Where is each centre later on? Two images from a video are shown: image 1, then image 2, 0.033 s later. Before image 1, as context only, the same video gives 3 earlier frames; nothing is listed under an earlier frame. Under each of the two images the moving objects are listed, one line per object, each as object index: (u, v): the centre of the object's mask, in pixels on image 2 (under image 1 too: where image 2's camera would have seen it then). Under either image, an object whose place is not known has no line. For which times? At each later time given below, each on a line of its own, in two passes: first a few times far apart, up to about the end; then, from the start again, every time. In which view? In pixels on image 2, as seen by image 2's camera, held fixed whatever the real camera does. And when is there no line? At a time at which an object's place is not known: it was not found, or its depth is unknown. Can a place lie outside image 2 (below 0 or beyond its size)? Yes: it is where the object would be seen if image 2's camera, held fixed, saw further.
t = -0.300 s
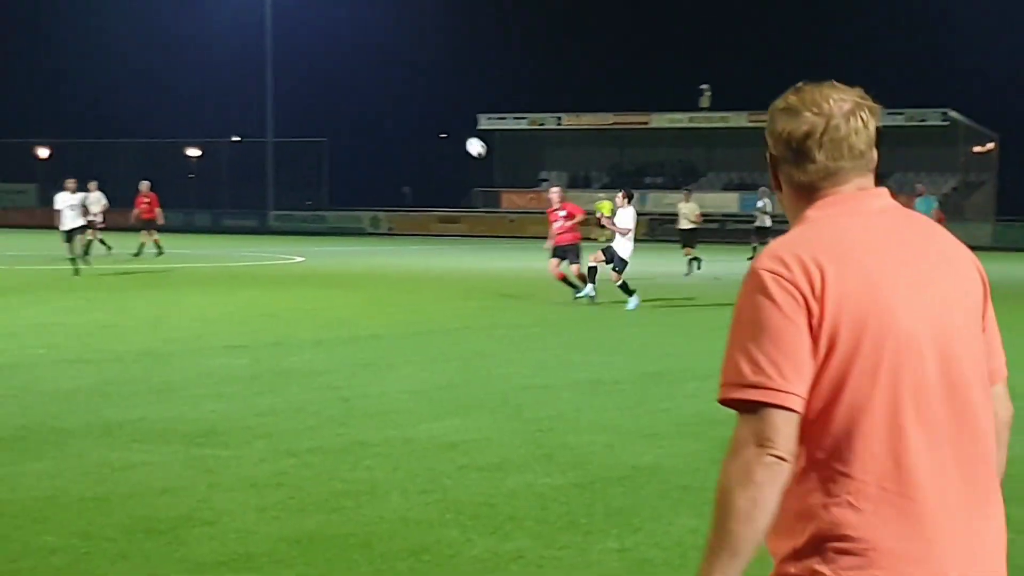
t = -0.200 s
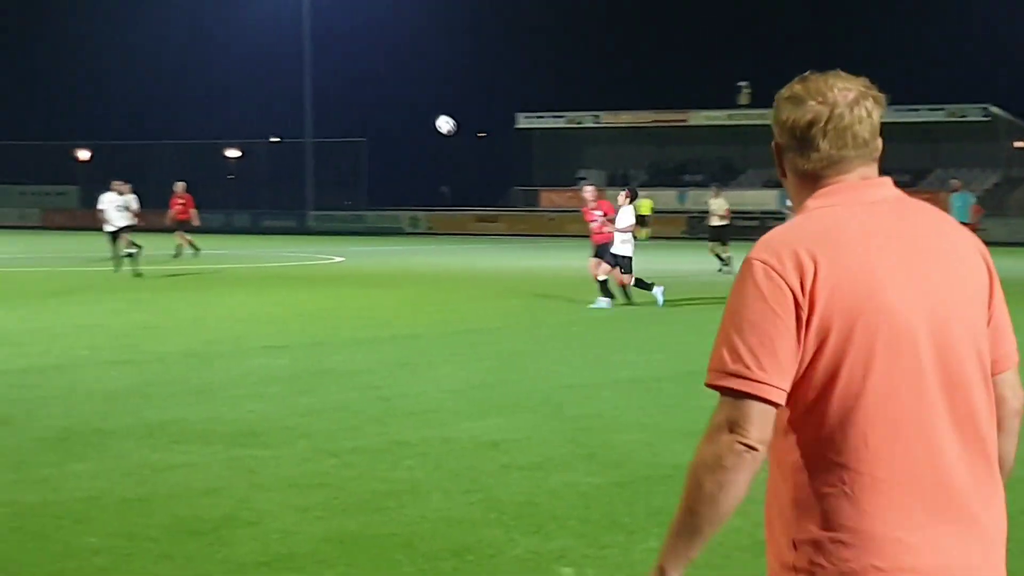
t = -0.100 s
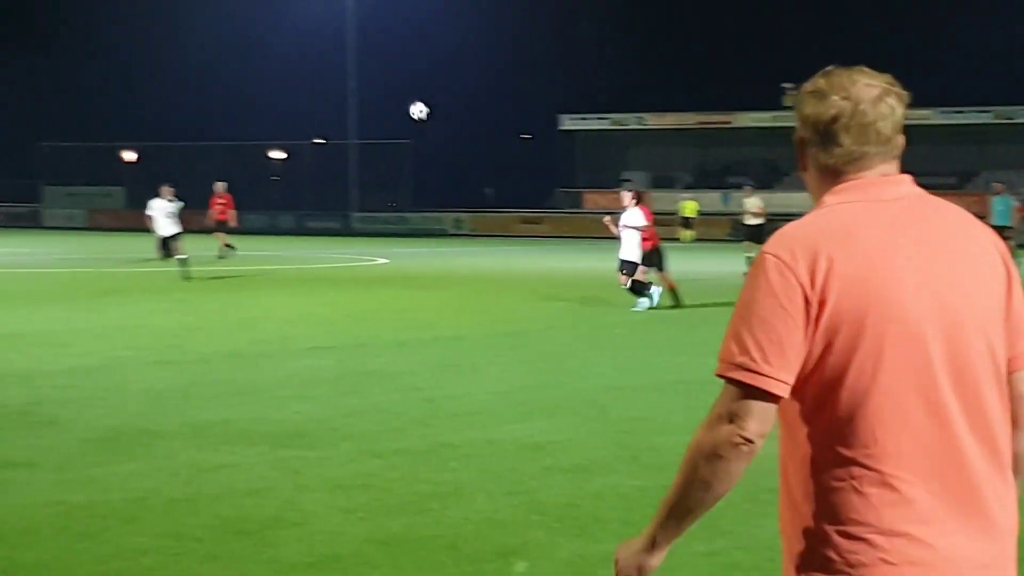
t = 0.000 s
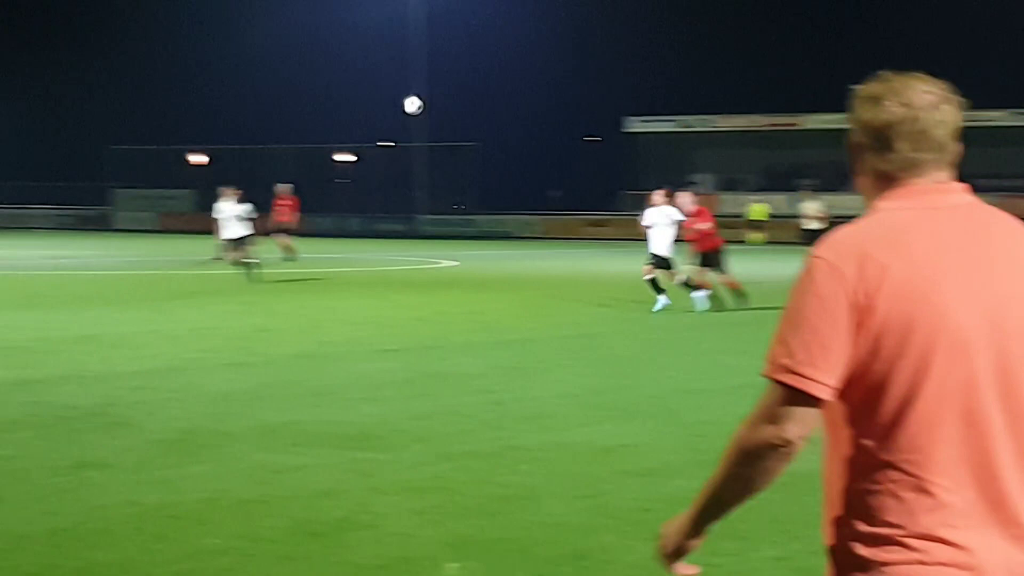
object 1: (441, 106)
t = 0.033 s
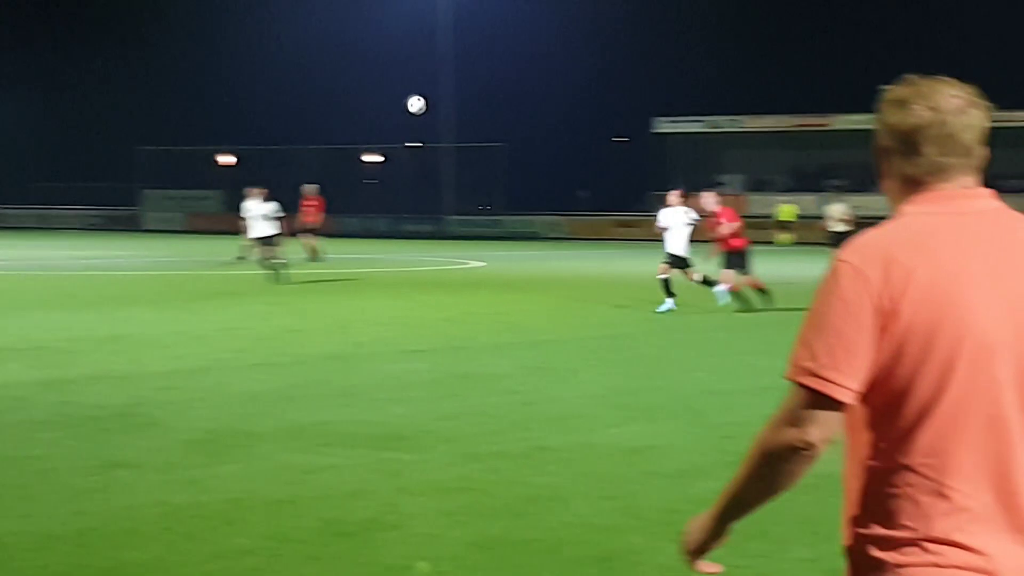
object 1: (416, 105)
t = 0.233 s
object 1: (275, 115)
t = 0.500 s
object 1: (75, 184)
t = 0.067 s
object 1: (393, 104)
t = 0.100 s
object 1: (370, 105)
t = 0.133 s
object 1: (347, 106)
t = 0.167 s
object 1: (323, 107)
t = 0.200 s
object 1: (300, 111)
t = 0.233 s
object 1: (275, 115)
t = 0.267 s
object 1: (250, 120)
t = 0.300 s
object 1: (225, 126)
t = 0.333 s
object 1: (205, 133)
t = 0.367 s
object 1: (180, 141)
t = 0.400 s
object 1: (154, 150)
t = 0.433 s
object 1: (128, 160)
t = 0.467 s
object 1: (102, 172)
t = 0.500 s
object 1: (75, 184)
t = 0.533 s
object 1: (48, 197)
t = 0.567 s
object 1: (18, 212)
